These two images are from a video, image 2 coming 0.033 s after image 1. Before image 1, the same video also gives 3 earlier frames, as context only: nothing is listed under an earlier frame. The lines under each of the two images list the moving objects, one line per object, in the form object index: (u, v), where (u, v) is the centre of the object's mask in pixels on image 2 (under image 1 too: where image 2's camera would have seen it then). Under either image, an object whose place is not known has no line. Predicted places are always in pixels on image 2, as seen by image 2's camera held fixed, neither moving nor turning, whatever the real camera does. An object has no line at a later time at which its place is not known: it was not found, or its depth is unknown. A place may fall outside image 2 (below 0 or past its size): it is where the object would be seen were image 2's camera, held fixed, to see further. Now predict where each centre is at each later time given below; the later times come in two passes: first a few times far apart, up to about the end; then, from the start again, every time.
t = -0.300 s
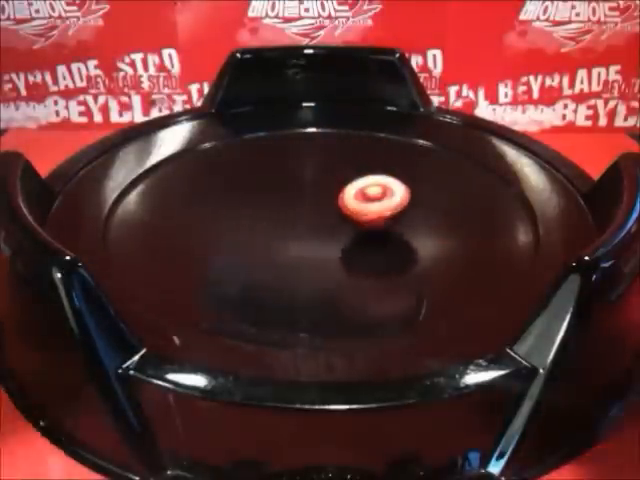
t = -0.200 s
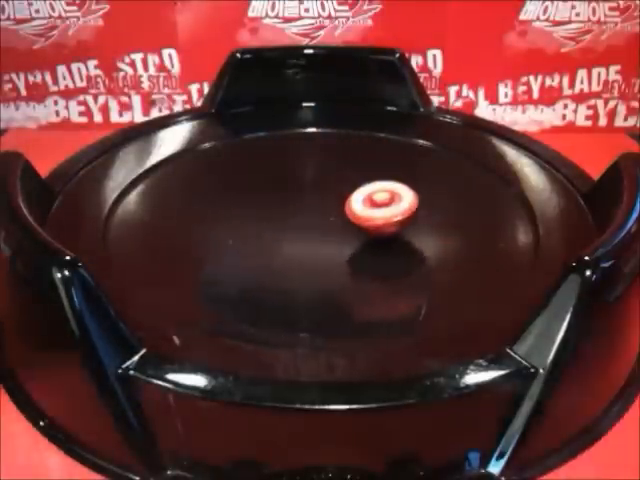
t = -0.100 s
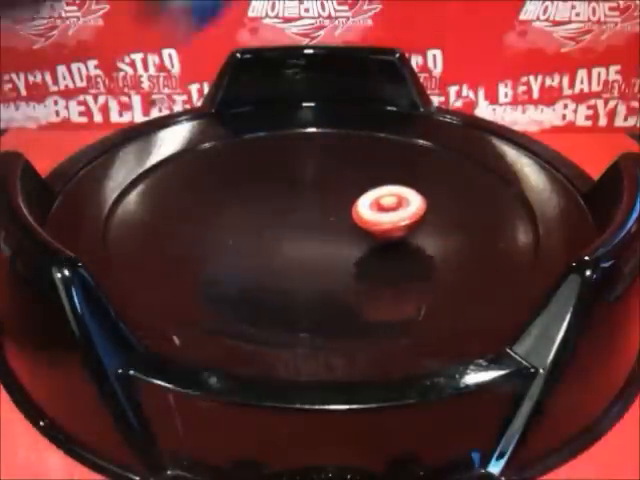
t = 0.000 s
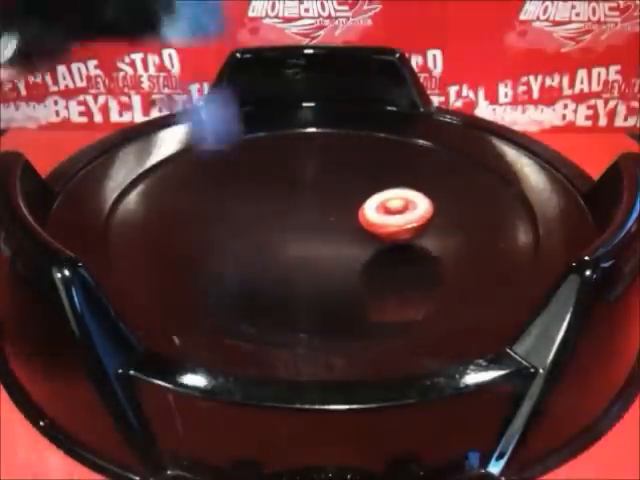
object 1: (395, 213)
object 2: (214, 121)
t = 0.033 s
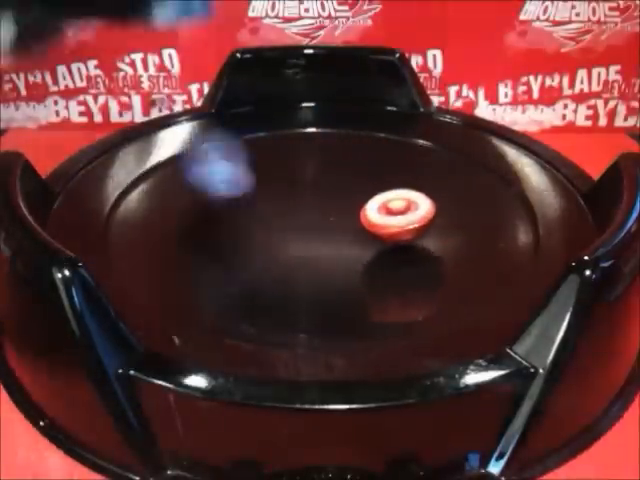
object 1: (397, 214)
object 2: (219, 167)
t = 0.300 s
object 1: (383, 218)
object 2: (293, 201)
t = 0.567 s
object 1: (354, 226)
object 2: (261, 190)
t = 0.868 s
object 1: (380, 247)
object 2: (247, 210)
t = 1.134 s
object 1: (391, 227)
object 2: (275, 195)
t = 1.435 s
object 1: (322, 217)
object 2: (220, 195)
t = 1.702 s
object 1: (434, 206)
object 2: (315, 235)
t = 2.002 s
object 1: (444, 159)
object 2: (269, 135)
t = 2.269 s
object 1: (370, 150)
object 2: (212, 214)
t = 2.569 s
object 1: (302, 175)
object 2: (430, 151)
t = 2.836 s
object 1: (289, 204)
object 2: (220, 133)
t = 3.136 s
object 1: (556, 162)
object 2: (135, 266)
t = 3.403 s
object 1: (508, 146)
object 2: (466, 284)
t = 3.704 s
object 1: (284, 88)
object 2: (530, 177)
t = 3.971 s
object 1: (79, 146)
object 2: (397, 146)
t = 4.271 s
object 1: (130, 253)
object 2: (370, 196)
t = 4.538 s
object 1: (277, 271)
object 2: (381, 190)
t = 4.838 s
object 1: (358, 276)
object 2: (319, 154)
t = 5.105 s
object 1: (371, 254)
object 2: (279, 221)
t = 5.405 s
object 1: (521, 232)
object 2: (220, 201)
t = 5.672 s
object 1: (405, 195)
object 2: (280, 214)
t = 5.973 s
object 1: (376, 178)
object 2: (275, 207)
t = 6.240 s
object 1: (349, 176)
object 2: (298, 209)
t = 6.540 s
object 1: (403, 124)
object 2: (335, 253)
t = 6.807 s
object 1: (378, 124)
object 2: (308, 200)
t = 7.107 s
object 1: (348, 144)
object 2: (289, 218)
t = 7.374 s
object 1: (323, 168)
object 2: (317, 215)
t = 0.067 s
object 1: (398, 214)
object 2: (231, 165)
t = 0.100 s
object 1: (396, 214)
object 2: (247, 158)
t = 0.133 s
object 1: (395, 215)
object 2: (267, 165)
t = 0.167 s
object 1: (392, 215)
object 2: (289, 189)
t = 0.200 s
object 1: (390, 215)
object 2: (305, 219)
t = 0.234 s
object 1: (388, 216)
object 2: (302, 201)
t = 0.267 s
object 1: (386, 217)
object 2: (297, 194)
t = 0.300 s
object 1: (383, 218)
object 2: (293, 201)
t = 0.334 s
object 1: (379, 219)
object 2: (289, 218)
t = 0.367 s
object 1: (375, 220)
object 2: (284, 203)
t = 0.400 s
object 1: (371, 221)
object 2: (280, 197)
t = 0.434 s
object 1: (368, 222)
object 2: (278, 203)
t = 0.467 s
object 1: (364, 223)
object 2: (277, 195)
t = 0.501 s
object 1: (361, 224)
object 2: (277, 195)
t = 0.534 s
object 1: (358, 224)
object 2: (272, 190)
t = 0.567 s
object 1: (354, 226)
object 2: (261, 190)
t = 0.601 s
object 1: (350, 226)
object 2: (247, 188)
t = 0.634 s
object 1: (345, 228)
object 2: (239, 189)
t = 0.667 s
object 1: (341, 230)
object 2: (233, 194)
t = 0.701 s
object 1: (337, 232)
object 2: (233, 200)
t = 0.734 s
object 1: (333, 233)
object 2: (237, 210)
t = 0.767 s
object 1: (329, 234)
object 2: (249, 218)
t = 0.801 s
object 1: (342, 238)
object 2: (252, 219)
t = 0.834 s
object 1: (364, 244)
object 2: (249, 214)
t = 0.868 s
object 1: (380, 247)
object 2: (247, 210)
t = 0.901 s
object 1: (390, 247)
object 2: (244, 205)
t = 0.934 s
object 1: (396, 246)
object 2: (242, 202)
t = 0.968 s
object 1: (400, 243)
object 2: (245, 201)
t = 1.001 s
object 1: (402, 240)
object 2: (251, 201)
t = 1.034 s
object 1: (402, 237)
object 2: (259, 202)
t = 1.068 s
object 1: (400, 233)
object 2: (264, 203)
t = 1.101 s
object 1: (396, 230)
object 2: (269, 201)
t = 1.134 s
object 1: (391, 227)
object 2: (275, 195)
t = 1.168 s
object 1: (384, 226)
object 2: (279, 188)
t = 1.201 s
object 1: (377, 224)
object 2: (278, 183)
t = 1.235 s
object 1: (369, 221)
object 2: (272, 175)
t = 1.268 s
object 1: (361, 219)
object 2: (262, 169)
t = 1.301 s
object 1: (354, 218)
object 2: (250, 166)
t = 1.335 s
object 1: (346, 219)
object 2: (236, 168)
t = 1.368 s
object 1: (337, 218)
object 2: (223, 172)
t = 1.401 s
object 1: (329, 218)
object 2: (216, 181)
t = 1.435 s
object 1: (322, 217)
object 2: (220, 195)
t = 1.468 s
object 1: (315, 218)
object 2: (234, 209)
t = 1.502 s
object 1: (326, 218)
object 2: (239, 217)
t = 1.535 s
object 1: (357, 219)
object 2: (229, 220)
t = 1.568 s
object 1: (385, 218)
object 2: (230, 225)
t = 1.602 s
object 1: (408, 216)
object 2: (242, 231)
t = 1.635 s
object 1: (423, 213)
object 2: (262, 236)
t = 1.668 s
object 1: (432, 210)
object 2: (288, 238)
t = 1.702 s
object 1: (434, 206)
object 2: (315, 235)
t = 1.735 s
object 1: (430, 203)
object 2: (340, 225)
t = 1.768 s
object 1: (429, 195)
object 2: (355, 212)
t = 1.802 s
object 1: (442, 184)
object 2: (350, 197)
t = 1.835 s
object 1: (455, 183)
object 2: (344, 189)
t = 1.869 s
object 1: (461, 176)
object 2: (337, 177)
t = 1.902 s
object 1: (462, 171)
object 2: (327, 165)
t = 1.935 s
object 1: (459, 166)
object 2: (311, 152)
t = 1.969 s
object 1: (452, 162)
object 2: (292, 142)
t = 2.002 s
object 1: (444, 159)
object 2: (269, 135)
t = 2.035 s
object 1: (436, 156)
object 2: (247, 130)
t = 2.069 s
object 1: (427, 154)
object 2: (225, 130)
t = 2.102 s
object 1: (418, 152)
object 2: (207, 135)
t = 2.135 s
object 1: (408, 151)
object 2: (190, 144)
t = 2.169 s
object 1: (399, 150)
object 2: (181, 159)
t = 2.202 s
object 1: (389, 150)
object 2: (182, 177)
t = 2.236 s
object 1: (380, 150)
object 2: (190, 195)
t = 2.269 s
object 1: (370, 150)
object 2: (212, 214)
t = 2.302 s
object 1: (361, 150)
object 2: (244, 229)
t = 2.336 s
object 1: (352, 153)
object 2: (281, 238)
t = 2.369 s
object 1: (343, 155)
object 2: (320, 240)
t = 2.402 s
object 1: (334, 157)
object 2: (359, 234)
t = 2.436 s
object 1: (326, 160)
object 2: (390, 222)
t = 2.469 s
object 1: (320, 164)
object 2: (414, 208)
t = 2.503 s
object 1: (313, 167)
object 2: (429, 189)
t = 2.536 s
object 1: (307, 171)
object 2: (433, 170)
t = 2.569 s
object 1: (302, 175)
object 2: (430, 151)
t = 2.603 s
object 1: (299, 179)
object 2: (421, 135)
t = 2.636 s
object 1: (295, 183)
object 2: (405, 121)
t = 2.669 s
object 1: (293, 187)
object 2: (376, 112)
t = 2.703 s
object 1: (291, 191)
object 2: (345, 113)
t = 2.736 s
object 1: (289, 194)
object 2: (310, 110)
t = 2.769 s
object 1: (289, 197)
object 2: (270, 116)
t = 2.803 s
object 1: (289, 201)
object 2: (242, 123)
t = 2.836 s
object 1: (289, 204)
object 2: (220, 133)
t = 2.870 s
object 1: (289, 206)
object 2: (203, 148)
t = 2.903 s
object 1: (290, 209)
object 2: (197, 168)
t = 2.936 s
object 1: (290, 212)
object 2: (200, 189)
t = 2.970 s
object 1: (300, 214)
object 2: (210, 211)
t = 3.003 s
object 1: (356, 211)
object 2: (171, 221)
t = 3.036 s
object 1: (422, 206)
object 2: (132, 228)
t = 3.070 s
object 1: (477, 195)
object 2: (111, 235)
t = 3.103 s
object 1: (528, 181)
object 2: (117, 248)
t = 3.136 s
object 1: (556, 162)
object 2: (135, 266)
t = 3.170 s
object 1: (559, 150)
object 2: (158, 286)
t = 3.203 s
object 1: (557, 150)
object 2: (193, 298)
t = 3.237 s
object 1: (550, 157)
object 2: (235, 307)
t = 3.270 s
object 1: (543, 150)
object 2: (282, 313)
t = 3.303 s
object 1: (535, 151)
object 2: (332, 315)
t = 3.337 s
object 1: (526, 149)
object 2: (379, 309)
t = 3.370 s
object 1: (517, 147)
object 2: (425, 299)
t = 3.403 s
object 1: (508, 146)
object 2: (466, 284)
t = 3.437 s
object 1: (500, 145)
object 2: (496, 264)
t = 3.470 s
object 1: (487, 147)
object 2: (513, 244)
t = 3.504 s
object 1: (474, 148)
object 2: (518, 224)
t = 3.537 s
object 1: (459, 149)
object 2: (517, 205)
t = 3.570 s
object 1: (445, 151)
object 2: (506, 188)
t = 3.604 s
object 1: (424, 147)
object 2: (497, 173)
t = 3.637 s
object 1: (375, 129)
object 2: (522, 172)
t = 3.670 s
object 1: (327, 108)
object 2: (530, 176)
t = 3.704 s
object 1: (284, 88)
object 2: (530, 177)
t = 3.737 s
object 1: (244, 85)
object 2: (526, 175)
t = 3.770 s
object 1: (201, 96)
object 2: (517, 173)
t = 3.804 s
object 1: (158, 109)
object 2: (504, 165)
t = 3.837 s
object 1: (122, 114)
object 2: (489, 157)
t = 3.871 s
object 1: (92, 125)
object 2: (472, 150)
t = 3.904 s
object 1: (69, 140)
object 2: (452, 147)
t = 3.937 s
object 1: (63, 150)
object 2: (426, 144)
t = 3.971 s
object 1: (79, 146)
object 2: (397, 146)
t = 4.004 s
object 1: (100, 159)
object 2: (371, 151)
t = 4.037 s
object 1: (124, 182)
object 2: (342, 158)
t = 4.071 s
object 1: (150, 189)
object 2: (317, 168)
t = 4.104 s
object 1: (179, 200)
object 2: (294, 180)
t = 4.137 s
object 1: (203, 208)
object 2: (280, 192)
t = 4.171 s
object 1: (184, 221)
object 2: (305, 192)
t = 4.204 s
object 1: (159, 233)
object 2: (335, 193)
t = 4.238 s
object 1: (141, 244)
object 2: (356, 194)
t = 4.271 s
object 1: (130, 253)
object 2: (370, 196)
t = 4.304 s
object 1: (133, 258)
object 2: (379, 197)
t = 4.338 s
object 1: (144, 265)
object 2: (385, 197)
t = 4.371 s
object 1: (165, 272)
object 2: (389, 195)
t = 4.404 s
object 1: (189, 274)
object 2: (392, 193)
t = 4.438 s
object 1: (212, 275)
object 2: (393, 190)
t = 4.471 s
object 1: (234, 275)
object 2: (391, 188)
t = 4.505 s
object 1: (255, 274)
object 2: (387, 189)
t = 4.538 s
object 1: (277, 271)
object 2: (381, 190)
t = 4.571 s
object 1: (296, 266)
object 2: (374, 192)
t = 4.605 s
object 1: (313, 260)
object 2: (366, 194)
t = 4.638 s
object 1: (328, 252)
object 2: (360, 195)
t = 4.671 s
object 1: (340, 244)
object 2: (354, 195)
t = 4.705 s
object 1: (348, 238)
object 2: (348, 195)
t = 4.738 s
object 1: (353, 246)
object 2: (344, 184)
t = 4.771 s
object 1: (355, 259)
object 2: (337, 170)
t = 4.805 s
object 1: (357, 269)
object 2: (330, 160)
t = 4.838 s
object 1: (358, 276)
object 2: (319, 154)
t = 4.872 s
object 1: (358, 279)
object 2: (305, 153)
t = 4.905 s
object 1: (360, 278)
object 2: (288, 156)
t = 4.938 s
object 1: (362, 276)
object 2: (272, 163)
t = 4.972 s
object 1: (365, 272)
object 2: (258, 172)
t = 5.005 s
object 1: (368, 268)
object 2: (251, 184)
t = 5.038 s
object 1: (369, 264)
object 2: (253, 199)
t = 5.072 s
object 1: (370, 258)
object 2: (262, 210)
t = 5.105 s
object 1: (371, 254)
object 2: (279, 221)
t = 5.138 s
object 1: (372, 249)
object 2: (297, 228)
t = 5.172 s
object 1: (413, 253)
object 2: (289, 220)
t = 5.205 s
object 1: (458, 256)
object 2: (273, 210)
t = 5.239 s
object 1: (499, 256)
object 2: (261, 203)
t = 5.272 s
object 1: (527, 248)
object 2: (250, 199)
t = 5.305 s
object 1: (542, 243)
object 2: (240, 195)
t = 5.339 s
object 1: (540, 239)
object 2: (230, 196)
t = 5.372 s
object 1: (533, 236)
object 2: (223, 198)
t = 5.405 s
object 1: (521, 232)
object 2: (220, 201)
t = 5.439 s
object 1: (507, 225)
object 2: (220, 204)
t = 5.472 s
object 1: (494, 221)
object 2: (223, 208)
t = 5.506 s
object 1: (479, 215)
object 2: (230, 211)
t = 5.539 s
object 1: (464, 210)
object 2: (240, 213)
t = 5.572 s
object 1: (450, 206)
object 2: (251, 215)
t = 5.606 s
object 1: (435, 203)
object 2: (261, 216)
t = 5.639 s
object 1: (420, 199)
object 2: (271, 215)
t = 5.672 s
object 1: (405, 195)
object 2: (280, 214)
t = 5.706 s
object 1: (393, 193)
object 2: (290, 212)
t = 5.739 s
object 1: (382, 192)
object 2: (301, 209)
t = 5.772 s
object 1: (380, 189)
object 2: (301, 206)
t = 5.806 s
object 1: (387, 185)
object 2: (292, 205)
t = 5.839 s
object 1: (389, 183)
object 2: (285, 204)
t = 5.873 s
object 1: (387, 181)
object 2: (280, 204)
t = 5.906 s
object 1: (384, 180)
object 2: (276, 205)
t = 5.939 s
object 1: (380, 179)
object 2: (275, 206)
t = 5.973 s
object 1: (376, 178)
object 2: (275, 207)
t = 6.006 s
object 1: (372, 177)
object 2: (276, 208)
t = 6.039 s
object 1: (369, 176)
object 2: (278, 209)
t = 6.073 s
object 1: (365, 176)
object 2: (281, 209)
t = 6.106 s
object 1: (362, 176)
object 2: (283, 210)
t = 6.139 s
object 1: (358, 176)
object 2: (285, 210)
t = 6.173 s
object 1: (355, 175)
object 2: (289, 210)
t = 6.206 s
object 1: (352, 176)
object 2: (293, 210)
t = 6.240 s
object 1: (349, 176)
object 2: (298, 209)
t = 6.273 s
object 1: (355, 170)
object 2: (291, 211)
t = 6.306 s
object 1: (377, 154)
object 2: (267, 221)
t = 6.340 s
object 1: (394, 142)
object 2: (252, 228)
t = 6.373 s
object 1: (404, 136)
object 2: (248, 238)
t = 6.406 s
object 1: (411, 129)
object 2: (255, 246)
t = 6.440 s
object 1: (411, 128)
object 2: (273, 253)
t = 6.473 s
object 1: (409, 125)
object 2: (294, 257)
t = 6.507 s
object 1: (406, 125)
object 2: (316, 257)
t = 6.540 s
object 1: (403, 124)
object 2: (335, 253)
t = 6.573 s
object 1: (400, 123)
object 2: (349, 245)
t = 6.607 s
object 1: (397, 123)
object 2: (356, 238)
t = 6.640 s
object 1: (394, 123)
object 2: (358, 229)
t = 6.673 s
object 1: (391, 123)
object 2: (356, 220)
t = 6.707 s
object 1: (388, 123)
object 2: (348, 212)
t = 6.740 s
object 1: (385, 123)
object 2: (336, 206)
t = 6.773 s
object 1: (381, 124)
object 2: (322, 202)
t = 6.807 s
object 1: (378, 124)
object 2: (308, 200)
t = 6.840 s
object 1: (375, 125)
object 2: (295, 202)
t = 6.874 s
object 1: (371, 126)
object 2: (286, 205)
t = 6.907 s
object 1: (368, 128)
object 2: (281, 208)
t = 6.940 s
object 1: (364, 130)
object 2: (279, 210)
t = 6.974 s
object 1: (361, 133)
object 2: (278, 213)
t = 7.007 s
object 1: (358, 135)
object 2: (279, 215)
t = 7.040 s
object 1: (355, 138)
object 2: (281, 217)
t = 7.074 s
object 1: (352, 141)
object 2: (285, 218)
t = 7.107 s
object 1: (348, 144)
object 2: (289, 218)
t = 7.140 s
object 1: (345, 148)
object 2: (293, 219)
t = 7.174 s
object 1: (342, 151)
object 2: (298, 218)
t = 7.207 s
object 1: (338, 155)
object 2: (302, 218)
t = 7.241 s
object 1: (335, 158)
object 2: (307, 218)
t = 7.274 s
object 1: (331, 161)
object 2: (310, 217)
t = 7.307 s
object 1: (328, 164)
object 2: (314, 215)
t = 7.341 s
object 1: (326, 167)
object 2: (316, 214)
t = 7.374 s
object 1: (323, 168)
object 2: (317, 215)
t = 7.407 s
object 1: (324, 160)
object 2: (314, 225)
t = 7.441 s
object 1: (324, 153)
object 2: (317, 234)
